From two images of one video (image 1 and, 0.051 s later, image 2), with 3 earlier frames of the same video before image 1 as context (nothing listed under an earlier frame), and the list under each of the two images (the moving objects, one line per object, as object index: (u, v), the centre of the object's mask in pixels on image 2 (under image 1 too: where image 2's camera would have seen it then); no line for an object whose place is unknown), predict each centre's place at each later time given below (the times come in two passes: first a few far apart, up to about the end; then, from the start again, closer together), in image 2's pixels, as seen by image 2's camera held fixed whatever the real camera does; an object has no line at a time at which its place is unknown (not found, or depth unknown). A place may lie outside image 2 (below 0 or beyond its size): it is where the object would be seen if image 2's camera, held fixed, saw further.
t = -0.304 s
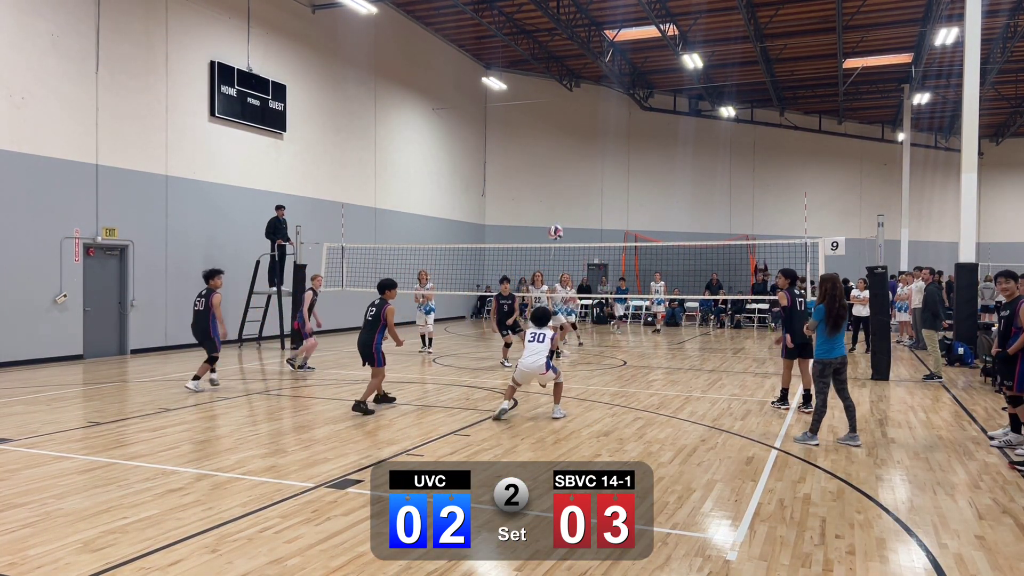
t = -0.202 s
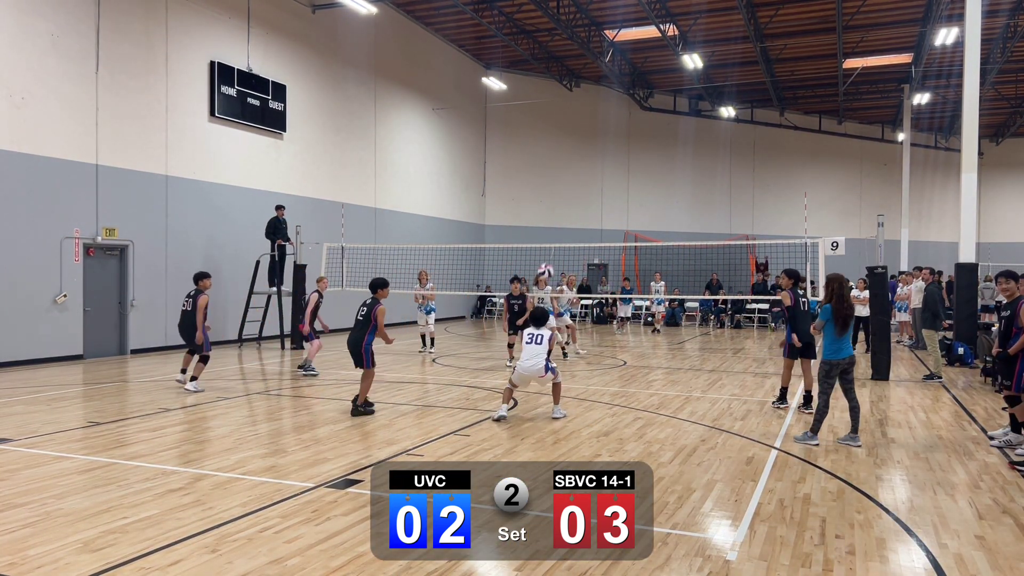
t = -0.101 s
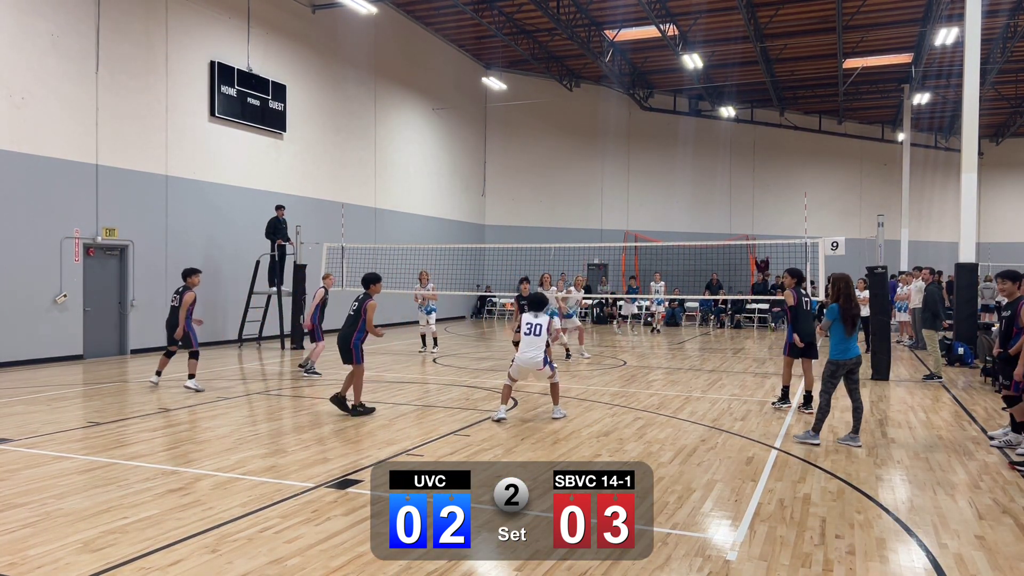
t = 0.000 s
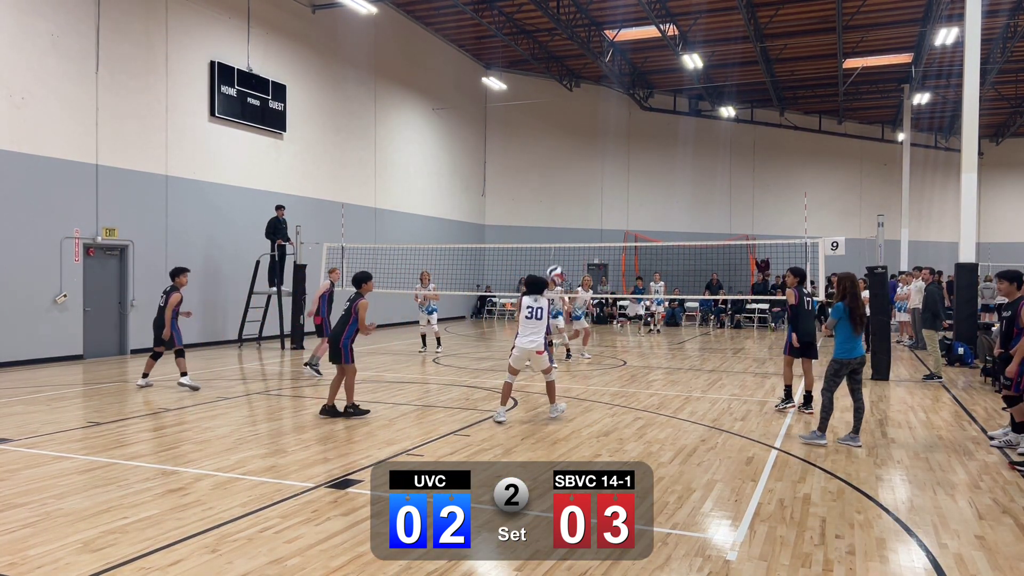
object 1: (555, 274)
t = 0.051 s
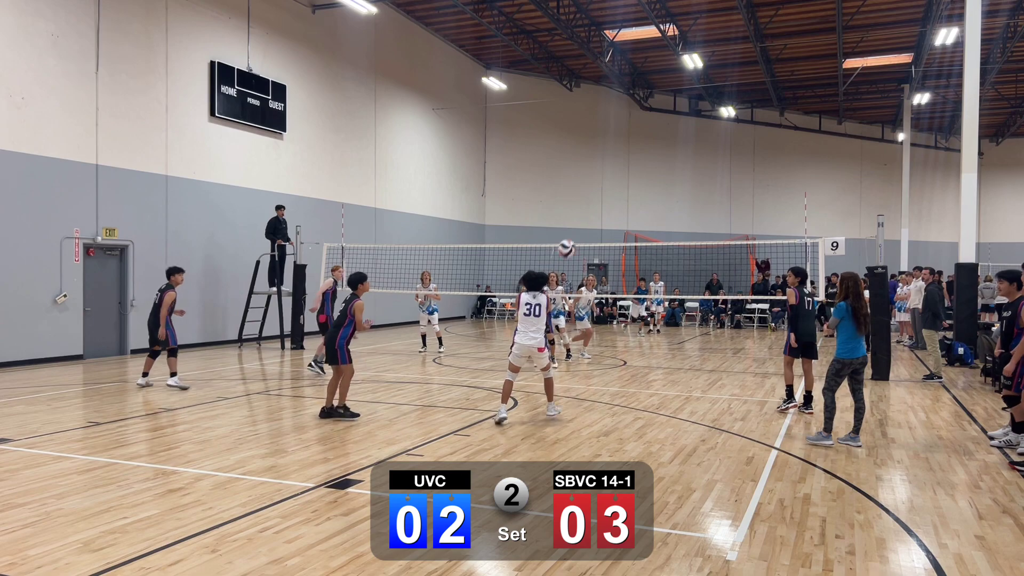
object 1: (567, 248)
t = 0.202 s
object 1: (601, 185)
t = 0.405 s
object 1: (647, 132)
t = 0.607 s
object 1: (692, 113)
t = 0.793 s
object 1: (734, 127)
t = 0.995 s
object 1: (774, 174)
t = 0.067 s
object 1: (571, 240)
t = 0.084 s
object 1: (575, 233)
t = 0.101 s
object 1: (578, 225)
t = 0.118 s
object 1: (582, 218)
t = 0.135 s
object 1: (586, 211)
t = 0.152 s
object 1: (590, 204)
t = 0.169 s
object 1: (594, 197)
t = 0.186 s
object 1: (598, 191)
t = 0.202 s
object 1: (601, 185)
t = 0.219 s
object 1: (606, 179)
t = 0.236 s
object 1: (609, 174)
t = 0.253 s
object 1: (613, 168)
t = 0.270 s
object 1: (617, 163)
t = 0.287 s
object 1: (620, 158)
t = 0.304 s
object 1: (625, 154)
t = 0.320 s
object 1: (628, 150)
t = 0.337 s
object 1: (632, 145)
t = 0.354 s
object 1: (636, 142)
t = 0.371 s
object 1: (640, 138)
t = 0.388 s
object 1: (643, 135)
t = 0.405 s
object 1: (647, 132)
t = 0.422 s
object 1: (651, 129)
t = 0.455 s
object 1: (658, 124)
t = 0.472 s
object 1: (662, 122)
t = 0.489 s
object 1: (666, 120)
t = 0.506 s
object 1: (669, 118)
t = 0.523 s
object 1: (673, 117)
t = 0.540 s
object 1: (677, 116)
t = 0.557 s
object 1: (681, 114)
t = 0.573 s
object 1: (684, 114)
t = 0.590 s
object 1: (688, 113)
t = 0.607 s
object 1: (692, 113)
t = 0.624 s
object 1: (695, 113)
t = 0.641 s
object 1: (699, 114)
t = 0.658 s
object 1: (702, 114)
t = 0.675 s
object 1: (706, 114)
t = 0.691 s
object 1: (709, 115)
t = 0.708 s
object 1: (713, 116)
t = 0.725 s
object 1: (716, 118)
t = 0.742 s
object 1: (723, 121)
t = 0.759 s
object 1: (727, 123)
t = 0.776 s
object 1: (731, 124)
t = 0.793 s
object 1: (734, 127)
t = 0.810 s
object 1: (737, 130)
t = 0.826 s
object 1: (741, 133)
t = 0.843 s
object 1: (744, 137)
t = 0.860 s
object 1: (748, 140)
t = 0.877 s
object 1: (751, 143)
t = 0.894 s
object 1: (754, 147)
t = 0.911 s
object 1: (758, 151)
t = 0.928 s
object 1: (761, 155)
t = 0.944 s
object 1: (764, 160)
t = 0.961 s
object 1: (767, 164)
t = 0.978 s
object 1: (771, 169)
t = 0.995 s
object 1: (774, 174)
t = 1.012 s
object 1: (777, 179)
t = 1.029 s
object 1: (780, 185)
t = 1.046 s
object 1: (784, 190)
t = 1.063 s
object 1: (786, 196)
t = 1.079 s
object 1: (790, 203)
